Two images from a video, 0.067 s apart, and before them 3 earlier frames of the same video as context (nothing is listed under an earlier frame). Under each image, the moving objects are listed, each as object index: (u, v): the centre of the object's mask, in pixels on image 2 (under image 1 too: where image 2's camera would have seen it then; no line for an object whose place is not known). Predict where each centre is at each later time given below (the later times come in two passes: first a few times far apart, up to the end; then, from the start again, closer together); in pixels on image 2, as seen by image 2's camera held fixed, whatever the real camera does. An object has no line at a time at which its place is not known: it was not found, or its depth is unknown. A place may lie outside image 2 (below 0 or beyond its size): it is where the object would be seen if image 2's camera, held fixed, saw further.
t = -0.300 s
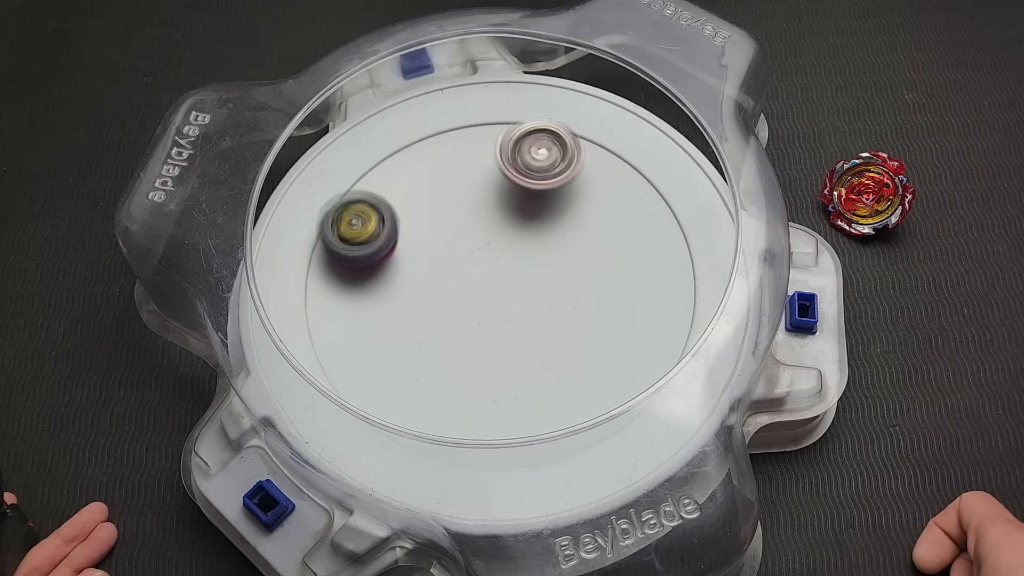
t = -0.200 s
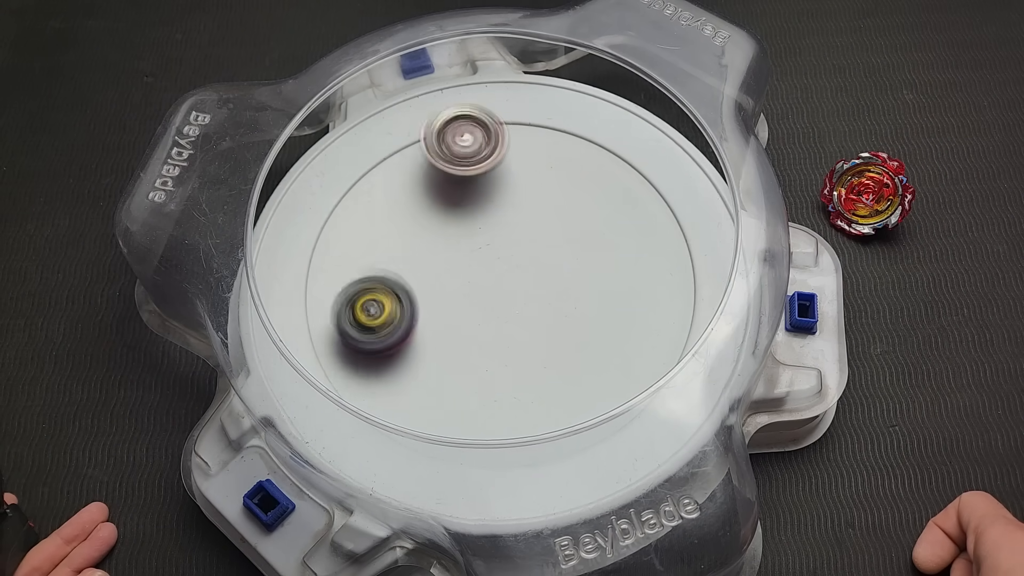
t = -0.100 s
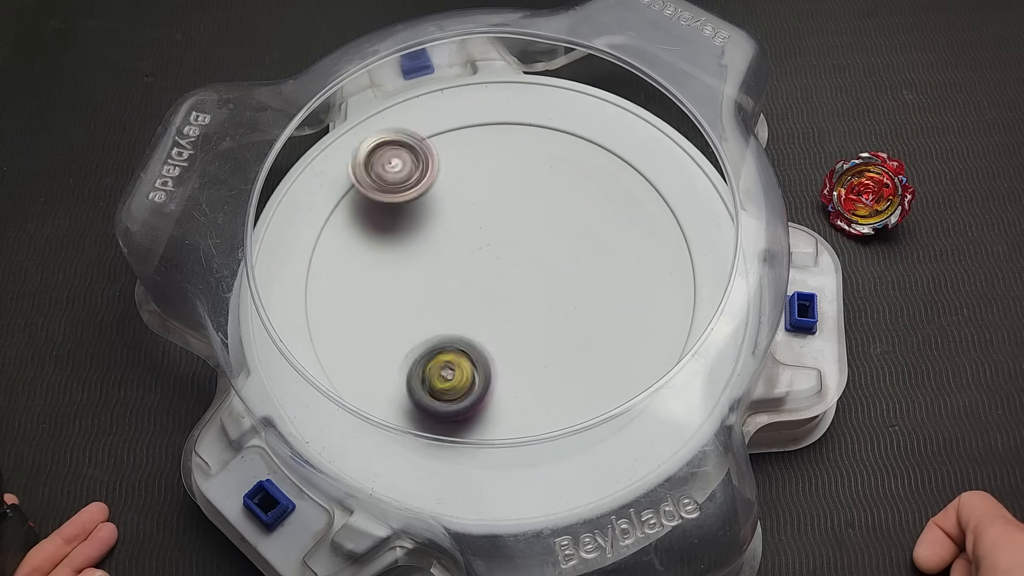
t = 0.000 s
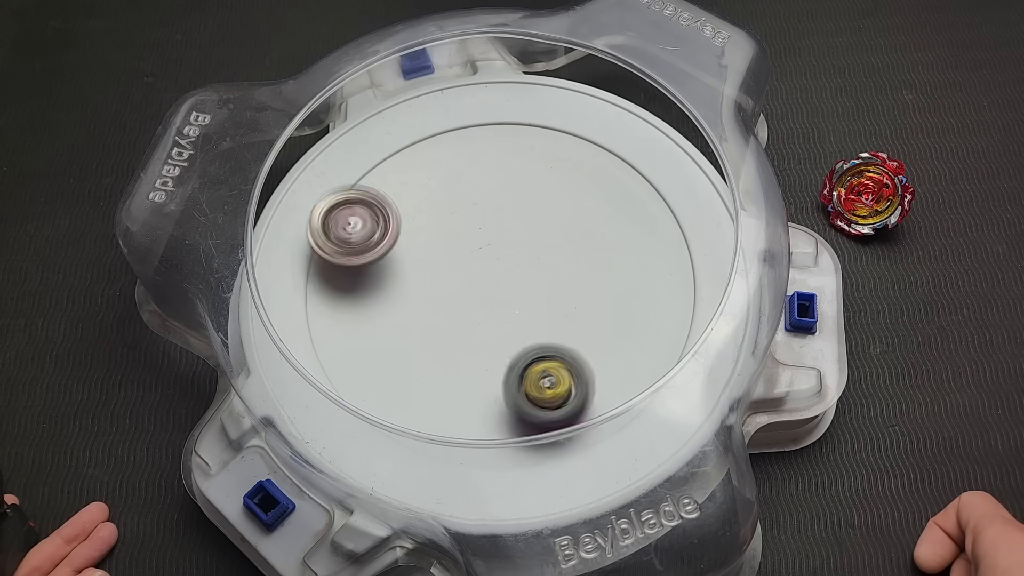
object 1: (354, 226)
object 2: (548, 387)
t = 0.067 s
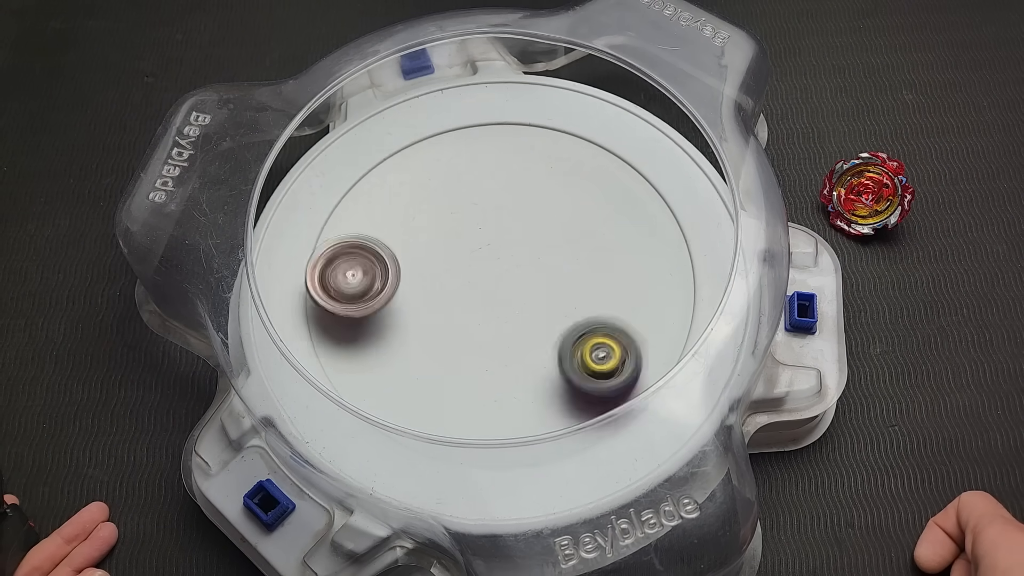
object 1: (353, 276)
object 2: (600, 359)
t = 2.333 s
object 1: (473, 282)
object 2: (578, 229)
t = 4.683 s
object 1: (633, 202)
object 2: (503, 243)
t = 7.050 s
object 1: (518, 203)
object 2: (464, 337)
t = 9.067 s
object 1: (528, 335)
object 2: (480, 248)
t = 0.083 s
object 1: (357, 289)
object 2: (612, 350)
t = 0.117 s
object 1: (369, 313)
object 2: (628, 328)
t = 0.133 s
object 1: (374, 322)
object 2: (637, 316)
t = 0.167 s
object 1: (389, 343)
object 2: (646, 290)
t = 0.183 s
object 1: (401, 353)
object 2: (649, 277)
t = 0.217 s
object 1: (423, 366)
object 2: (649, 251)
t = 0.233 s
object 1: (436, 371)
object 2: (646, 239)
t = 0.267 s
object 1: (463, 379)
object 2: (636, 217)
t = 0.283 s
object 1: (480, 381)
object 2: (628, 207)
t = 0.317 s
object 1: (503, 379)
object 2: (609, 189)
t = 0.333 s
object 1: (516, 377)
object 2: (597, 182)
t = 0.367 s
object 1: (545, 369)
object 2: (572, 171)
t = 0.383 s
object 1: (557, 362)
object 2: (557, 169)
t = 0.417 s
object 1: (575, 351)
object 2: (530, 167)
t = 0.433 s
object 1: (586, 341)
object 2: (515, 168)
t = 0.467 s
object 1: (601, 321)
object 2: (488, 174)
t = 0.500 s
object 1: (611, 306)
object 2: (463, 184)
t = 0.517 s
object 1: (617, 294)
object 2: (450, 192)
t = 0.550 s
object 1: (623, 273)
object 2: (430, 209)
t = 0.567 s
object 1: (623, 265)
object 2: (419, 219)
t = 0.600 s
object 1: (625, 246)
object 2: (403, 242)
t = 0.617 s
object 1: (623, 235)
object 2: (397, 254)
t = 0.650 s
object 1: (615, 218)
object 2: (389, 279)
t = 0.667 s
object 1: (612, 211)
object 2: (387, 292)
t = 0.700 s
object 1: (598, 195)
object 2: (388, 322)
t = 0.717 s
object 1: (589, 189)
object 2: (391, 333)
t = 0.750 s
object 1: (574, 181)
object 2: (402, 360)
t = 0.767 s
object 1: (564, 176)
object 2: (410, 369)
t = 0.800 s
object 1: (542, 172)
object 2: (431, 391)
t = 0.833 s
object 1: (524, 171)
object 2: (455, 401)
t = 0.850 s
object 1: (514, 172)
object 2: (470, 404)
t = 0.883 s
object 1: (492, 176)
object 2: (495, 407)
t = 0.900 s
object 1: (484, 180)
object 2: (507, 406)
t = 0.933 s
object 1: (464, 188)
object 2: (533, 403)
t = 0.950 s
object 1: (454, 194)
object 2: (546, 399)
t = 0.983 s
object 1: (438, 208)
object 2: (568, 391)
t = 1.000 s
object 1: (432, 215)
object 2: (578, 385)
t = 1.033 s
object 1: (418, 231)
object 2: (597, 371)
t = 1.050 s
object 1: (415, 239)
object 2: (604, 361)
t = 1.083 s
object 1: (411, 258)
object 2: (612, 343)
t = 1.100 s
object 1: (409, 265)
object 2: (615, 332)
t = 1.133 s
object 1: (411, 285)
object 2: (616, 313)
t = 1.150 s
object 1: (415, 294)
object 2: (615, 302)
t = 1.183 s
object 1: (420, 309)
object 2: (611, 283)
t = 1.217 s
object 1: (430, 325)
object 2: (603, 264)
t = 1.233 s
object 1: (437, 332)
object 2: (597, 255)
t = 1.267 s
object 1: (447, 342)
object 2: (585, 240)
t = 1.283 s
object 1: (457, 348)
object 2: (577, 232)
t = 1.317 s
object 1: (473, 352)
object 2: (560, 220)
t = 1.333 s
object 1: (482, 353)
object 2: (552, 214)
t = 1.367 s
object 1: (501, 355)
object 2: (534, 206)
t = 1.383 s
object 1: (510, 354)
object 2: (523, 203)
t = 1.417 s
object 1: (523, 351)
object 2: (502, 200)
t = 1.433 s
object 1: (532, 347)
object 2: (491, 199)
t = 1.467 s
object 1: (544, 336)
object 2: (471, 198)
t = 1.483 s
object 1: (548, 333)
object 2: (459, 199)
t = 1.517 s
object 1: (558, 320)
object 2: (439, 202)
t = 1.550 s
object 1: (560, 308)
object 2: (421, 207)
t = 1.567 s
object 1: (562, 303)
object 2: (411, 212)
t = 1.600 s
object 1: (558, 288)
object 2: (395, 222)
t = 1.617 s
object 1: (553, 284)
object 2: (388, 228)
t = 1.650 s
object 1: (548, 272)
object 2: (375, 242)
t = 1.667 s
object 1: (543, 266)
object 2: (370, 249)
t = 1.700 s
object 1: (533, 259)
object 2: (362, 266)
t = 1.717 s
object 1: (529, 254)
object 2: (360, 274)
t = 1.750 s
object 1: (517, 249)
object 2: (356, 293)
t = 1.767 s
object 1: (513, 249)
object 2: (356, 301)
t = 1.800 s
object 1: (505, 247)
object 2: (360, 321)
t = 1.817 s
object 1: (499, 248)
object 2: (363, 329)
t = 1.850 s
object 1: (489, 252)
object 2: (375, 346)
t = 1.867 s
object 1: (483, 251)
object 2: (384, 353)
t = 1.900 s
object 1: (470, 255)
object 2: (404, 368)
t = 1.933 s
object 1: (462, 258)
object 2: (427, 376)
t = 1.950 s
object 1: (458, 260)
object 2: (440, 378)
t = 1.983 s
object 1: (456, 266)
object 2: (465, 380)
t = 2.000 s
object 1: (455, 266)
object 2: (477, 378)
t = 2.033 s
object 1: (452, 271)
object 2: (502, 372)
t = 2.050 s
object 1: (453, 273)
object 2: (514, 368)
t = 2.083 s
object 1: (453, 275)
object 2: (535, 357)
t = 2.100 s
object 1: (453, 278)
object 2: (545, 350)
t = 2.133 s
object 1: (456, 280)
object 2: (561, 335)
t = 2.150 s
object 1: (456, 281)
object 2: (567, 326)
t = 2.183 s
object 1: (461, 284)
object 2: (576, 308)
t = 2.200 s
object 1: (462, 283)
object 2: (579, 300)
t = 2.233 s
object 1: (465, 285)
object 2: (583, 282)
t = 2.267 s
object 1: (468, 284)
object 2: (584, 264)
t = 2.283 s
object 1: (468, 285)
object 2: (583, 254)
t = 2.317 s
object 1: (473, 284)
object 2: (581, 238)
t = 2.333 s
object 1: (473, 282)
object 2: (578, 229)
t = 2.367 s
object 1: (476, 283)
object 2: (571, 213)
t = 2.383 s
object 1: (477, 281)
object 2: (566, 207)
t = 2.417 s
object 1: (477, 282)
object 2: (554, 194)
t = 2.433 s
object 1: (479, 281)
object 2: (547, 189)
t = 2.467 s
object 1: (479, 278)
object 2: (533, 180)
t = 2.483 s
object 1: (480, 279)
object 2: (524, 176)
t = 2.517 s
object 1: (482, 276)
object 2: (508, 171)
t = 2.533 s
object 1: (482, 276)
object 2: (500, 169)
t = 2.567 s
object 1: (485, 274)
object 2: (482, 168)
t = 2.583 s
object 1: (485, 273)
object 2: (472, 169)
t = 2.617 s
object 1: (487, 272)
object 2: (454, 173)
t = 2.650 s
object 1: (487, 269)
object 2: (437, 180)
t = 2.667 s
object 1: (488, 270)
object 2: (430, 184)
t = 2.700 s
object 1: (489, 266)
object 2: (415, 196)
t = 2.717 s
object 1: (489, 266)
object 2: (407, 203)
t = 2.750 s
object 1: (491, 265)
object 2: (398, 219)
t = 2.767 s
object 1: (490, 264)
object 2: (394, 228)
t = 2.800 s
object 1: (492, 264)
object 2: (391, 247)
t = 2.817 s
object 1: (492, 263)
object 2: (390, 256)
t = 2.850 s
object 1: (493, 263)
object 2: (391, 276)
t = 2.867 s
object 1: (494, 262)
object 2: (393, 286)
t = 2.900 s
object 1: (494, 262)
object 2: (401, 305)
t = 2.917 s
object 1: (496, 262)
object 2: (406, 312)
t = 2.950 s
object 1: (495, 261)
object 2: (421, 328)
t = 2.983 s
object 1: (498, 260)
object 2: (437, 343)
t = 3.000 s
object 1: (497, 259)
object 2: (446, 348)
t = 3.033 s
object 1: (498, 260)
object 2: (467, 356)
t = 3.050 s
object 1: (498, 259)
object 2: (477, 360)
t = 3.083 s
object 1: (497, 260)
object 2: (499, 362)
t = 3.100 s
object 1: (498, 260)
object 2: (510, 364)
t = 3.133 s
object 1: (496, 261)
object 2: (531, 361)
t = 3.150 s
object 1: (497, 261)
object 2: (542, 358)
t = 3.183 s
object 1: (495, 261)
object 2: (560, 352)
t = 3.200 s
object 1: (496, 261)
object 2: (570, 348)
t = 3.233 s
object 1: (495, 260)
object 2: (584, 336)
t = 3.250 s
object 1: (495, 261)
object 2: (591, 330)
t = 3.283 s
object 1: (495, 260)
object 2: (602, 315)
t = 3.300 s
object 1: (494, 260)
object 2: (606, 308)
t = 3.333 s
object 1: (495, 259)
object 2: (614, 292)
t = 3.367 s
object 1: (495, 260)
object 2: (616, 275)
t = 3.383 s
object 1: (495, 259)
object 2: (616, 267)
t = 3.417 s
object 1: (494, 261)
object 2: (613, 251)
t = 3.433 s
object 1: (494, 260)
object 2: (611, 242)
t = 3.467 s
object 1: (493, 261)
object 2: (601, 229)
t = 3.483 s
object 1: (494, 262)
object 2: (595, 222)
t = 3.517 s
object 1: (492, 262)
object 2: (583, 211)
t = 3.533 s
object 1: (494, 264)
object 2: (573, 206)
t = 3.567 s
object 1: (492, 264)
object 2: (557, 199)
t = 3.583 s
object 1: (493, 266)
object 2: (547, 198)
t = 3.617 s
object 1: (493, 266)
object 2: (527, 196)
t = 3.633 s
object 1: (493, 268)
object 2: (518, 196)
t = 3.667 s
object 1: (493, 271)
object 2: (499, 196)
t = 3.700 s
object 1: (490, 287)
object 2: (483, 190)
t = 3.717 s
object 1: (488, 292)
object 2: (474, 190)
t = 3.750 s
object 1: (485, 305)
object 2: (458, 189)
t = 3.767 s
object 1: (484, 307)
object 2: (449, 192)
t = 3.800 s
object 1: (482, 317)
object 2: (432, 198)
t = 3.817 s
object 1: (483, 317)
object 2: (426, 201)
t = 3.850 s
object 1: (484, 321)
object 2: (410, 211)
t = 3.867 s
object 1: (486, 321)
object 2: (403, 218)
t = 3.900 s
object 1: (488, 322)
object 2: (393, 230)
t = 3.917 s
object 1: (490, 321)
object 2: (388, 238)
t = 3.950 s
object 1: (491, 321)
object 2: (382, 254)
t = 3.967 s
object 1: (493, 321)
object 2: (381, 262)
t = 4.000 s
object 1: (492, 321)
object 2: (380, 278)
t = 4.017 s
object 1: (494, 320)
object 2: (381, 289)
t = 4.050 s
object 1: (492, 321)
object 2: (387, 305)
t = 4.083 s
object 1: (492, 320)
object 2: (396, 321)
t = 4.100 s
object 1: (495, 321)
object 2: (401, 329)
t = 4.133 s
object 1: (510, 322)
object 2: (404, 340)
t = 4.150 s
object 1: (518, 323)
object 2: (408, 345)
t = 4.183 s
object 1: (532, 321)
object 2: (421, 355)
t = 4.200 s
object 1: (537, 322)
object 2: (431, 358)
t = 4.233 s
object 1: (545, 318)
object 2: (450, 365)
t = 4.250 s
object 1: (548, 317)
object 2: (462, 366)
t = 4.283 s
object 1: (558, 310)
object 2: (478, 367)
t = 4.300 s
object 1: (569, 304)
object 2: (483, 368)
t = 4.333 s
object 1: (583, 292)
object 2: (489, 367)
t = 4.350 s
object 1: (590, 286)
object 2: (494, 363)
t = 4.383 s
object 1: (596, 276)
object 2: (506, 357)
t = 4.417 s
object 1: (603, 267)
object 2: (520, 347)
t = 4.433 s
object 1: (604, 264)
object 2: (526, 342)
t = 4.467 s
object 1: (608, 256)
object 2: (538, 328)
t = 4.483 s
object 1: (609, 253)
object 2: (541, 321)
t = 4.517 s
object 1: (611, 246)
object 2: (548, 304)
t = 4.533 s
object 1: (613, 244)
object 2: (547, 297)
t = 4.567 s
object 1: (624, 233)
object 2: (537, 285)
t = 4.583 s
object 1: (628, 227)
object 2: (533, 278)
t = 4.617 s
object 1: (630, 219)
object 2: (524, 266)
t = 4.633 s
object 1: (632, 214)
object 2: (520, 259)
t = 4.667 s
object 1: (632, 208)
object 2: (509, 248)
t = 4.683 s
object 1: (633, 202)
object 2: (503, 243)
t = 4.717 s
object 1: (631, 198)
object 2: (491, 236)
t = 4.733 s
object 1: (629, 194)
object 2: (484, 232)
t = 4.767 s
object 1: (626, 191)
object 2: (472, 227)
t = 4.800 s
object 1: (619, 190)
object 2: (456, 224)
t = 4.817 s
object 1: (616, 189)
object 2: (450, 223)
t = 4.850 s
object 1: (608, 190)
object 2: (436, 224)
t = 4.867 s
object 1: (604, 191)
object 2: (429, 225)
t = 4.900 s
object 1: (595, 195)
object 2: (416, 231)
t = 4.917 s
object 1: (590, 196)
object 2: (410, 234)
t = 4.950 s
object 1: (580, 202)
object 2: (400, 243)
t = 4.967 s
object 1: (574, 205)
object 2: (397, 248)
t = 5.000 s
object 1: (565, 212)
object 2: (391, 262)
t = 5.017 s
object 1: (560, 216)
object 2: (391, 268)
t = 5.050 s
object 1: (553, 223)
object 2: (391, 283)
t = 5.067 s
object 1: (550, 228)
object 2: (394, 289)
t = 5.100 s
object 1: (544, 235)
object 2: (403, 304)
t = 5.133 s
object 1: (540, 242)
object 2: (416, 315)
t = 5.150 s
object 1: (537, 246)
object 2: (425, 319)
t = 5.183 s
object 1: (533, 253)
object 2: (442, 326)
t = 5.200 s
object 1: (531, 258)
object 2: (452, 327)
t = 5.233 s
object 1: (530, 262)
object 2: (469, 329)
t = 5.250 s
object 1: (535, 261)
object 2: (471, 334)
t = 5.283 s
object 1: (540, 258)
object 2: (480, 339)
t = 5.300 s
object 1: (544, 256)
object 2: (486, 340)
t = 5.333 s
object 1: (544, 256)
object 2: (500, 341)
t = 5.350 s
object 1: (543, 255)
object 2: (507, 341)
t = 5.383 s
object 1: (544, 249)
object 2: (525, 337)
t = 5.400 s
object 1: (545, 245)
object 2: (528, 338)
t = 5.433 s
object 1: (547, 233)
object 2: (533, 335)
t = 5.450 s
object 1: (548, 229)
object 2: (536, 333)
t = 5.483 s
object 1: (546, 224)
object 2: (540, 323)
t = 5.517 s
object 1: (542, 220)
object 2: (540, 311)
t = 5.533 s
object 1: (542, 217)
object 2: (540, 304)
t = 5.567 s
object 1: (540, 214)
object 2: (536, 292)
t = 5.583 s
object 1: (539, 207)
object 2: (530, 290)
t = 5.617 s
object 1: (541, 193)
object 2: (520, 286)
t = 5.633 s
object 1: (540, 189)
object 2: (512, 283)
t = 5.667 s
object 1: (537, 177)
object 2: (499, 276)
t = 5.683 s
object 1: (537, 173)
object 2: (493, 273)
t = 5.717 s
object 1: (532, 168)
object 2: (478, 270)
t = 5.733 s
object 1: (530, 163)
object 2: (470, 268)
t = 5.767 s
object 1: (526, 159)
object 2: (456, 268)
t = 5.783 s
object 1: (523, 157)
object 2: (446, 270)
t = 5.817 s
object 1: (520, 154)
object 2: (433, 272)
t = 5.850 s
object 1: (516, 153)
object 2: (421, 277)
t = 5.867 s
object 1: (514, 153)
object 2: (415, 280)
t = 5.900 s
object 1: (510, 153)
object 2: (406, 289)
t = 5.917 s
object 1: (510, 153)
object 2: (403, 294)
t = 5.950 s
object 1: (506, 156)
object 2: (399, 305)
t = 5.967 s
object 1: (504, 156)
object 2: (398, 311)
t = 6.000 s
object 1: (501, 160)
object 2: (403, 322)
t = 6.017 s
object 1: (499, 162)
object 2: (408, 327)
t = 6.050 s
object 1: (497, 167)
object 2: (421, 335)
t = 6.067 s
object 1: (497, 173)
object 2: (430, 338)
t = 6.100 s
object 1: (494, 180)
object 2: (446, 340)
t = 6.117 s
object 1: (494, 182)
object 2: (454, 339)
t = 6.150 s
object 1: (494, 191)
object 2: (470, 333)
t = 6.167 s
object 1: (492, 195)
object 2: (479, 330)
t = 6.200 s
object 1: (493, 204)
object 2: (492, 320)
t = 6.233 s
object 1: (494, 213)
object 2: (504, 308)
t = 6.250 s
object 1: (494, 219)
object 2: (508, 301)
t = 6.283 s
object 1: (496, 211)
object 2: (514, 300)
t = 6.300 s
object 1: (499, 203)
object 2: (517, 305)
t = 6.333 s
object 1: (502, 185)
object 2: (521, 312)
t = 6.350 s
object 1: (503, 180)
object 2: (523, 313)
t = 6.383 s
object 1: (502, 170)
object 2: (527, 314)
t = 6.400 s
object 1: (503, 168)
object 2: (529, 313)
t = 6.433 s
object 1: (501, 165)
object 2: (533, 307)
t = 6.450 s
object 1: (499, 163)
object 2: (535, 303)
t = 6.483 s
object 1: (498, 162)
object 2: (537, 293)
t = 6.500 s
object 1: (496, 163)
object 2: (537, 288)
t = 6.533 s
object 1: (495, 164)
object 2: (534, 277)
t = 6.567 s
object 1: (494, 166)
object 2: (528, 268)
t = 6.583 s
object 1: (495, 169)
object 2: (524, 263)
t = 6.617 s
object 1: (494, 173)
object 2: (516, 257)
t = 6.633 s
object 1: (493, 174)
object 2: (510, 255)
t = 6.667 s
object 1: (496, 175)
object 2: (499, 256)
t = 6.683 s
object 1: (498, 173)
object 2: (493, 258)
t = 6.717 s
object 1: (498, 171)
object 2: (481, 262)
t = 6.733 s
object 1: (499, 171)
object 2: (475, 264)
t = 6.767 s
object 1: (500, 172)
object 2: (464, 268)
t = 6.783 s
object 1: (500, 172)
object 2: (458, 271)
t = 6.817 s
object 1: (502, 173)
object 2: (449, 280)
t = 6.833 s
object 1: (503, 175)
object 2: (445, 284)
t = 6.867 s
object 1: (505, 179)
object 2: (440, 293)
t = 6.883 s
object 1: (505, 179)
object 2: (437, 298)
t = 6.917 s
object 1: (507, 182)
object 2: (435, 308)
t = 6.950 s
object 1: (510, 186)
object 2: (437, 318)
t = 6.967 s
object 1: (511, 190)
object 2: (440, 322)
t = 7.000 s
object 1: (513, 195)
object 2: (448, 330)
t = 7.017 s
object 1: (515, 197)
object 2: (452, 334)
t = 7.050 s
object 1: (518, 203)
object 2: (464, 337)
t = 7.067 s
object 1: (518, 206)
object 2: (470, 338)
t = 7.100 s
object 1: (520, 211)
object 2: (484, 336)
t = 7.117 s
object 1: (522, 215)
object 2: (491, 335)
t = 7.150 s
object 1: (524, 221)
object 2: (504, 328)
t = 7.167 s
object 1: (524, 223)
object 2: (509, 325)
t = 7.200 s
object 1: (525, 230)
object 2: (517, 315)
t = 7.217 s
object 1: (529, 230)
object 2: (519, 311)
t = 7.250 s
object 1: (536, 222)
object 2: (520, 312)
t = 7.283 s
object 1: (542, 214)
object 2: (520, 308)
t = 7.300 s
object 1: (547, 210)
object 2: (521, 305)
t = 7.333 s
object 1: (550, 207)
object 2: (519, 297)
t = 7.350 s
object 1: (550, 207)
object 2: (518, 292)
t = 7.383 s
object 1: (550, 207)
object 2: (513, 282)
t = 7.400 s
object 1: (553, 205)
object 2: (509, 280)
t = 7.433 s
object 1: (553, 203)
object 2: (500, 274)
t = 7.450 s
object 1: (552, 204)
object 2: (496, 272)
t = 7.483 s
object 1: (551, 204)
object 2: (485, 267)
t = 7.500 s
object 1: (552, 204)
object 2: (480, 265)
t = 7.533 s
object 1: (551, 206)
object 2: (468, 264)
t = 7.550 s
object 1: (549, 208)
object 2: (464, 264)
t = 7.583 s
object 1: (549, 212)
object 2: (454, 265)
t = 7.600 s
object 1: (550, 212)
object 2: (449, 266)
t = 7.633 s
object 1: (549, 216)
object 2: (439, 271)
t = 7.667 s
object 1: (548, 221)
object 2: (432, 278)
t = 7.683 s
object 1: (546, 225)
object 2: (431, 282)
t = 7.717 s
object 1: (544, 231)
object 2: (428, 290)
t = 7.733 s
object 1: (545, 232)
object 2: (428, 294)
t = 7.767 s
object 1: (544, 238)
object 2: (431, 303)
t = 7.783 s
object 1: (542, 242)
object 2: (433, 307)
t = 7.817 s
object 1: (540, 248)
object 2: (443, 312)
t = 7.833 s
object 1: (540, 249)
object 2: (448, 313)
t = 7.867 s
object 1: (538, 255)
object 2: (458, 314)
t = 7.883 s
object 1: (535, 259)
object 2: (465, 314)
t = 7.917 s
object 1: (541, 259)
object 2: (469, 314)
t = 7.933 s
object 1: (547, 258)
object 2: (470, 314)
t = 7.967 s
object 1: (551, 256)
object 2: (473, 312)
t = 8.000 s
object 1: (552, 256)
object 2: (478, 307)
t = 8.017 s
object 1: (553, 257)
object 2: (480, 305)
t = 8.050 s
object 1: (560, 256)
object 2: (476, 302)
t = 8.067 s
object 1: (563, 255)
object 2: (475, 299)
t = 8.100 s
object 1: (567, 255)
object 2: (473, 295)
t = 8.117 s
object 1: (567, 255)
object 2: (470, 293)
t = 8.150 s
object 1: (570, 255)
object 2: (468, 289)
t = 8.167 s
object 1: (571, 255)
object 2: (468, 286)
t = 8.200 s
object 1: (572, 255)
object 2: (465, 283)
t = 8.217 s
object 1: (572, 256)
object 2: (464, 282)
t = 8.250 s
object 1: (572, 256)
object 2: (462, 279)
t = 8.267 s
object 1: (572, 257)
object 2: (461, 278)
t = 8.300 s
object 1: (570, 258)
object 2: (459, 276)
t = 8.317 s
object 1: (569, 259)
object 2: (458, 275)
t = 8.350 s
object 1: (567, 260)
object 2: (457, 273)
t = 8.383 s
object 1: (564, 261)
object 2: (456, 272)
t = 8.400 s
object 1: (563, 262)
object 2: (456, 271)
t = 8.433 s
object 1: (559, 264)
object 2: (456, 269)
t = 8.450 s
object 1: (558, 266)
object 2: (456, 269)
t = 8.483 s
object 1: (553, 267)
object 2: (458, 267)
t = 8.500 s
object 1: (550, 269)
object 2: (457, 267)
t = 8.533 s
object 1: (545, 270)
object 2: (459, 266)
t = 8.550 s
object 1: (547, 274)
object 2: (458, 263)
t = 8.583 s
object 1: (550, 278)
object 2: (451, 260)
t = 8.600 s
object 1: (550, 278)
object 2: (451, 260)
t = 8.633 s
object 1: (548, 280)
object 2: (447, 258)
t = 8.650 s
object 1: (548, 282)
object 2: (445, 259)
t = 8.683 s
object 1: (545, 284)
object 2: (444, 258)
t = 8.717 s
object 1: (541, 286)
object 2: (442, 259)
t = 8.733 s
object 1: (537, 288)
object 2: (442, 260)
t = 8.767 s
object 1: (533, 292)
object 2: (442, 260)
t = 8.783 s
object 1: (531, 292)
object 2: (443, 261)
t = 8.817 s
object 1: (526, 294)
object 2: (446, 263)
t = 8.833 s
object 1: (524, 296)
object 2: (447, 264)
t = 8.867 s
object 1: (524, 302)
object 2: (448, 261)
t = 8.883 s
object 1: (525, 310)
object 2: (448, 260)
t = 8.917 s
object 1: (527, 319)
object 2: (451, 258)
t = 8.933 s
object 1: (528, 322)
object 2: (455, 257)
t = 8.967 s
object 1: (530, 325)
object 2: (461, 256)
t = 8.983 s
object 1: (530, 328)
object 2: (464, 255)
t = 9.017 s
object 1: (530, 331)
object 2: (470, 253)
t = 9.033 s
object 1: (529, 332)
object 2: (474, 252)
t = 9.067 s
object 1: (528, 335)
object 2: (480, 248)
